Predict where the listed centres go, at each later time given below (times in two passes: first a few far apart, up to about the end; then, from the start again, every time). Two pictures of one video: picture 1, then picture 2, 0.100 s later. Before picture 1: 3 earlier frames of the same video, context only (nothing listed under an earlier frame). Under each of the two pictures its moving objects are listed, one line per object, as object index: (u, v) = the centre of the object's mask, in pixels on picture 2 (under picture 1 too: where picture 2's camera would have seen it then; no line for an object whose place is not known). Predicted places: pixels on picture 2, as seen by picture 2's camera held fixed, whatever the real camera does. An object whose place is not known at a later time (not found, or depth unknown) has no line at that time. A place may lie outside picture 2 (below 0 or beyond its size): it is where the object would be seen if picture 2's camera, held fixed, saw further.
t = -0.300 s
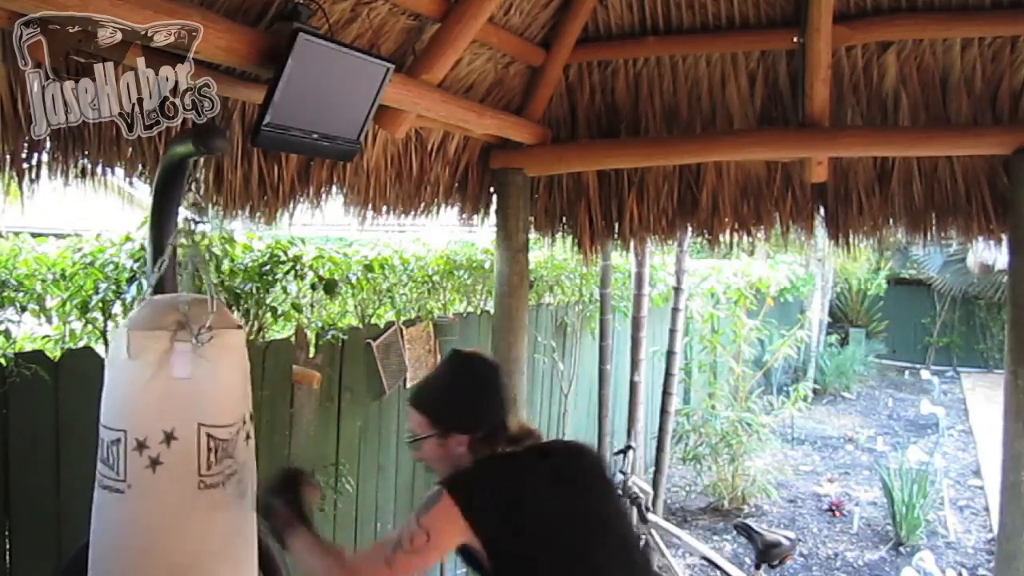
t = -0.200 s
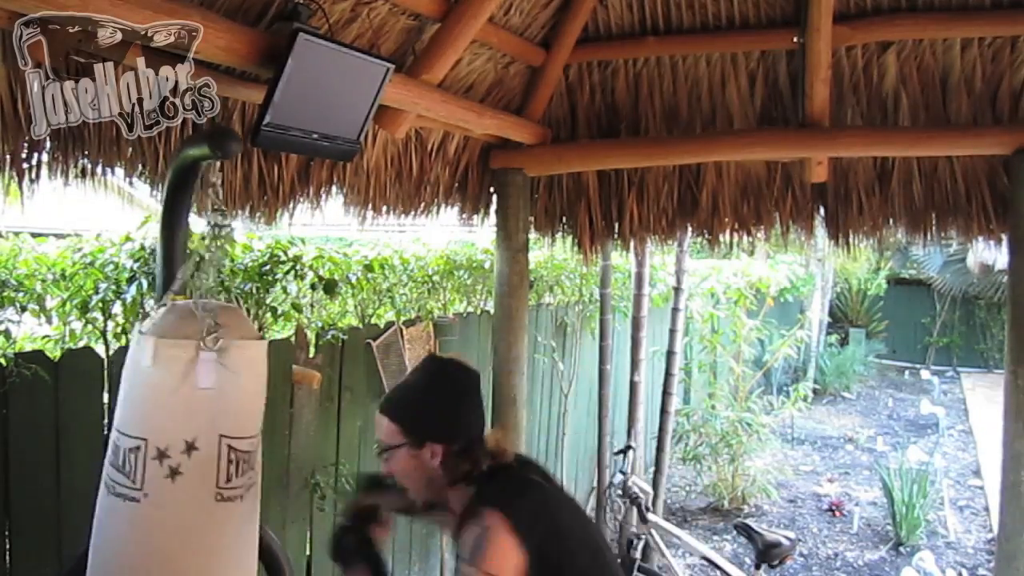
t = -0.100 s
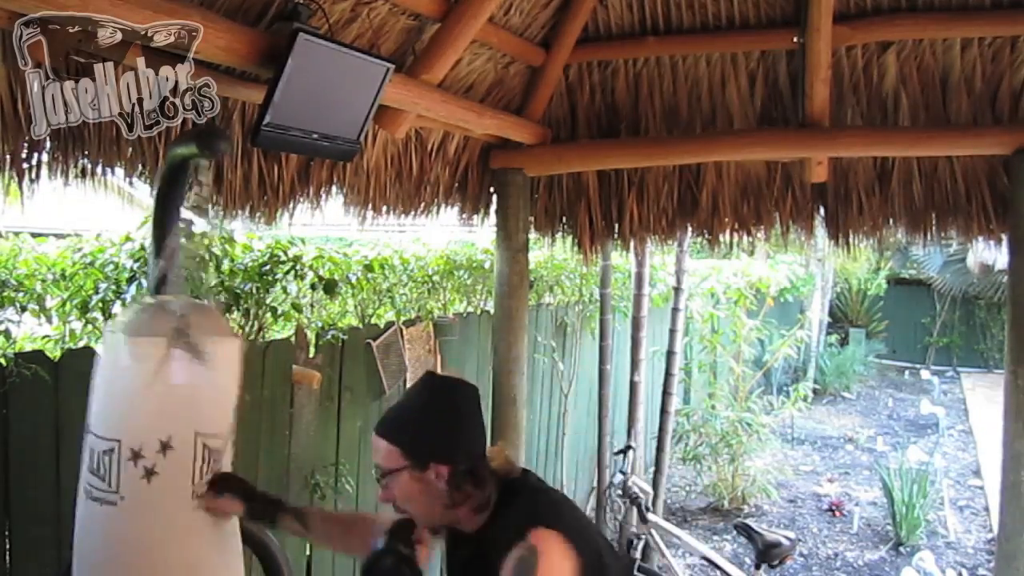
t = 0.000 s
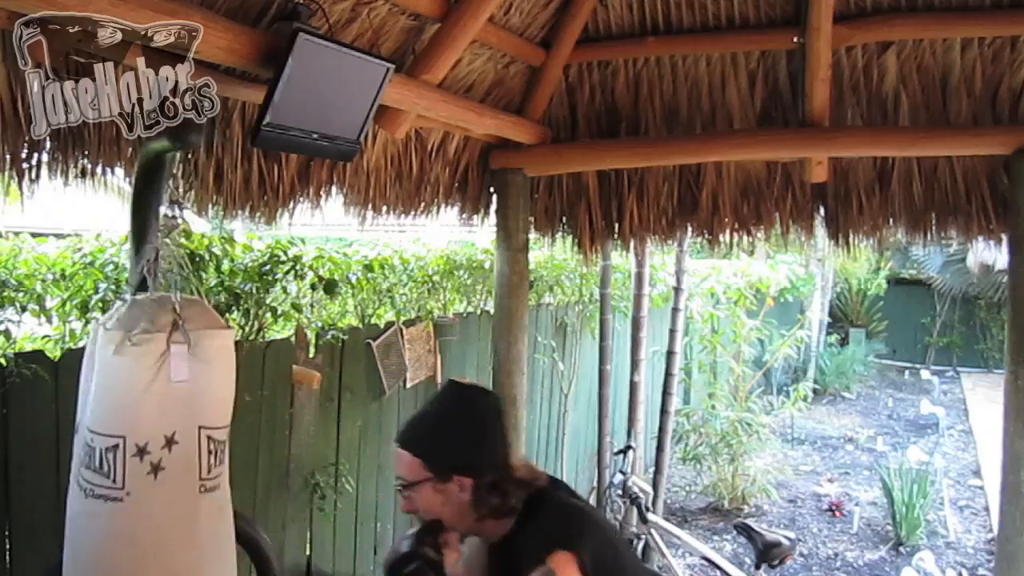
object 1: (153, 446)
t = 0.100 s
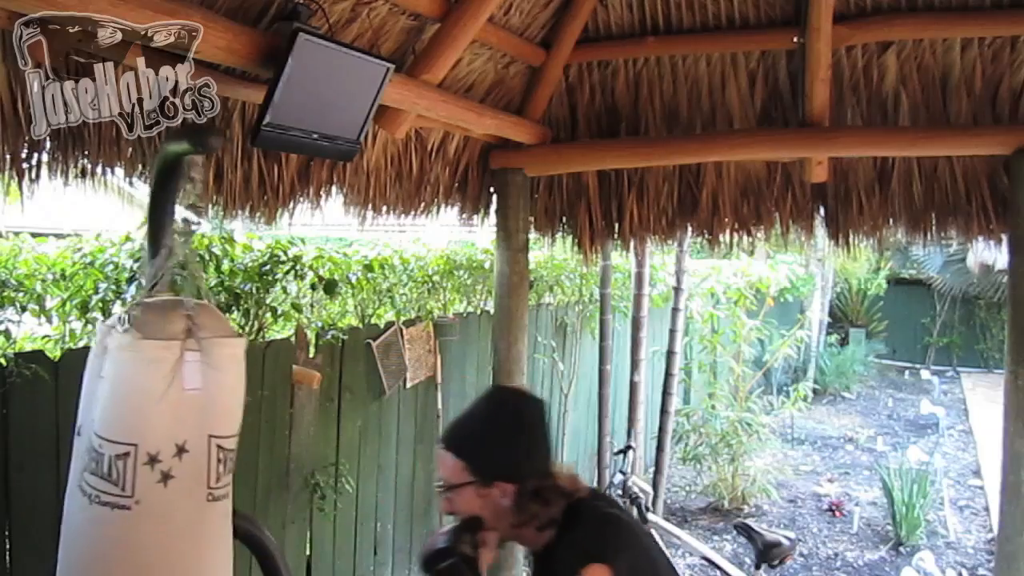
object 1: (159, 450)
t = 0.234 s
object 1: (160, 447)
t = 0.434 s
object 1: (168, 449)
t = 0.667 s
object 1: (195, 451)
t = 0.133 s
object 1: (161, 447)
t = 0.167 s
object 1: (165, 449)
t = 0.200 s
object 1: (163, 448)
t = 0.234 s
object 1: (160, 447)
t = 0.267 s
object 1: (159, 447)
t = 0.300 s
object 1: (163, 447)
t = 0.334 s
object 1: (167, 448)
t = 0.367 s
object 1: (168, 449)
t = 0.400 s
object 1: (168, 449)
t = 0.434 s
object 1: (168, 449)
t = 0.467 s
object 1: (171, 450)
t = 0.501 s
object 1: (175, 449)
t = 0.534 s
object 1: (179, 450)
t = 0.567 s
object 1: (183, 450)
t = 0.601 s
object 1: (186, 451)
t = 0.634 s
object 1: (190, 451)
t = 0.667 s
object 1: (195, 451)
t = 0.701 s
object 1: (199, 451)
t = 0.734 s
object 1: (203, 449)
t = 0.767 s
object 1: (207, 449)
